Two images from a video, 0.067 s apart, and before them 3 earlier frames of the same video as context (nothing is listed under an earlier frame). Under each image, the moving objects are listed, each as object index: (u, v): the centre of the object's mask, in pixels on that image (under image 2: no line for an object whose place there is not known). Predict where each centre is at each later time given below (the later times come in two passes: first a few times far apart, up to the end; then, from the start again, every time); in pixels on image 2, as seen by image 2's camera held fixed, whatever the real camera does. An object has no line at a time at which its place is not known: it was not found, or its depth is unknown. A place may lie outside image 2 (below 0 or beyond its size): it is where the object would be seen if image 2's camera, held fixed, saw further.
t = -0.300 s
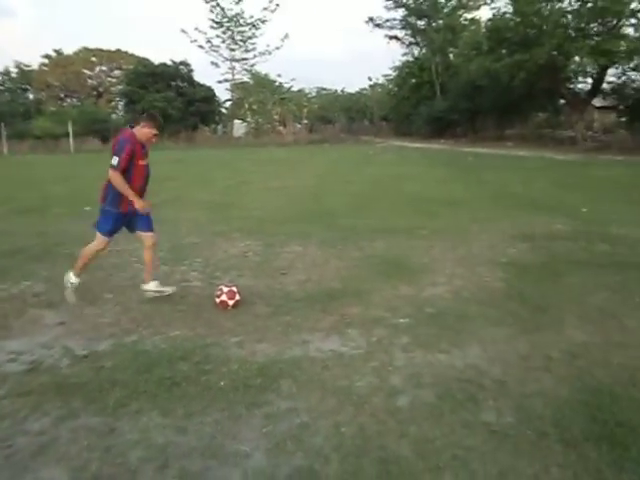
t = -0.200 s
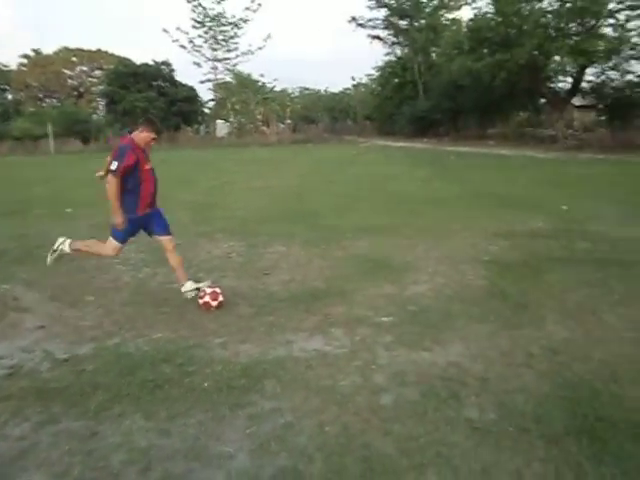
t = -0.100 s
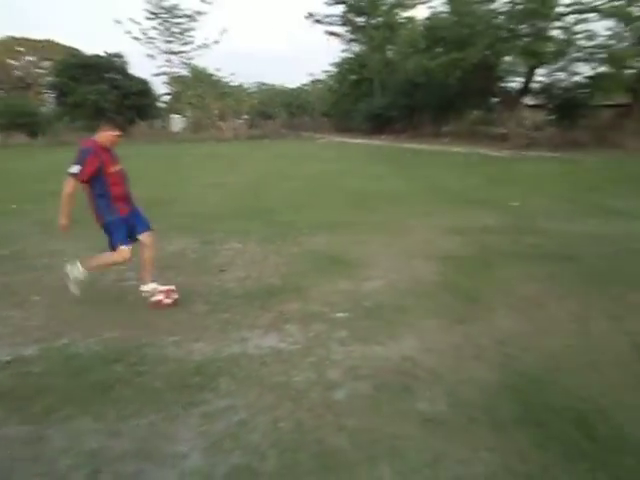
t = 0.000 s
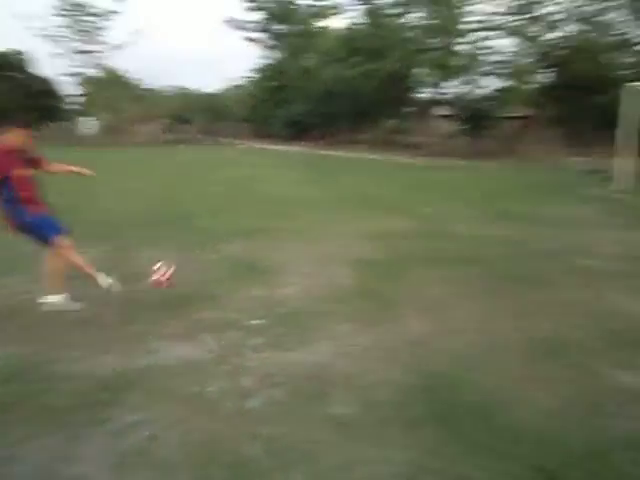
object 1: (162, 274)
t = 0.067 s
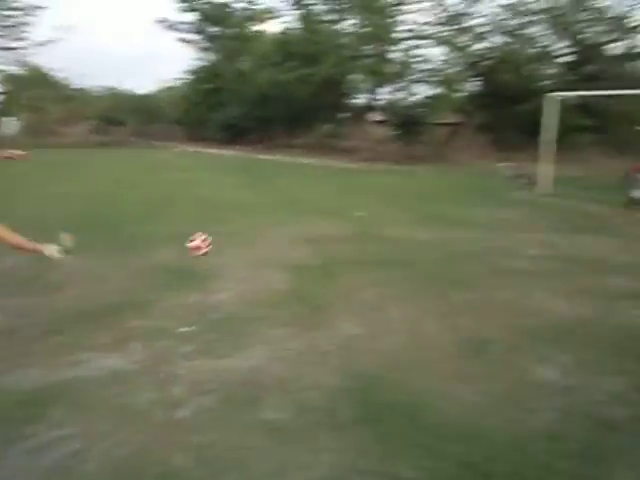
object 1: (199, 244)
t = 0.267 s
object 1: (415, 184)
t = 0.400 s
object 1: (501, 171)
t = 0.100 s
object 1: (245, 229)
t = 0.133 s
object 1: (286, 216)
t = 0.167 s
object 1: (324, 206)
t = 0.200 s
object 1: (359, 197)
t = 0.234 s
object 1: (388, 190)
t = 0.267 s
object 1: (415, 184)
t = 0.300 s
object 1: (440, 179)
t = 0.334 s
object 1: (463, 175)
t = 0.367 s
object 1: (483, 172)
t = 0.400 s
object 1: (501, 171)
